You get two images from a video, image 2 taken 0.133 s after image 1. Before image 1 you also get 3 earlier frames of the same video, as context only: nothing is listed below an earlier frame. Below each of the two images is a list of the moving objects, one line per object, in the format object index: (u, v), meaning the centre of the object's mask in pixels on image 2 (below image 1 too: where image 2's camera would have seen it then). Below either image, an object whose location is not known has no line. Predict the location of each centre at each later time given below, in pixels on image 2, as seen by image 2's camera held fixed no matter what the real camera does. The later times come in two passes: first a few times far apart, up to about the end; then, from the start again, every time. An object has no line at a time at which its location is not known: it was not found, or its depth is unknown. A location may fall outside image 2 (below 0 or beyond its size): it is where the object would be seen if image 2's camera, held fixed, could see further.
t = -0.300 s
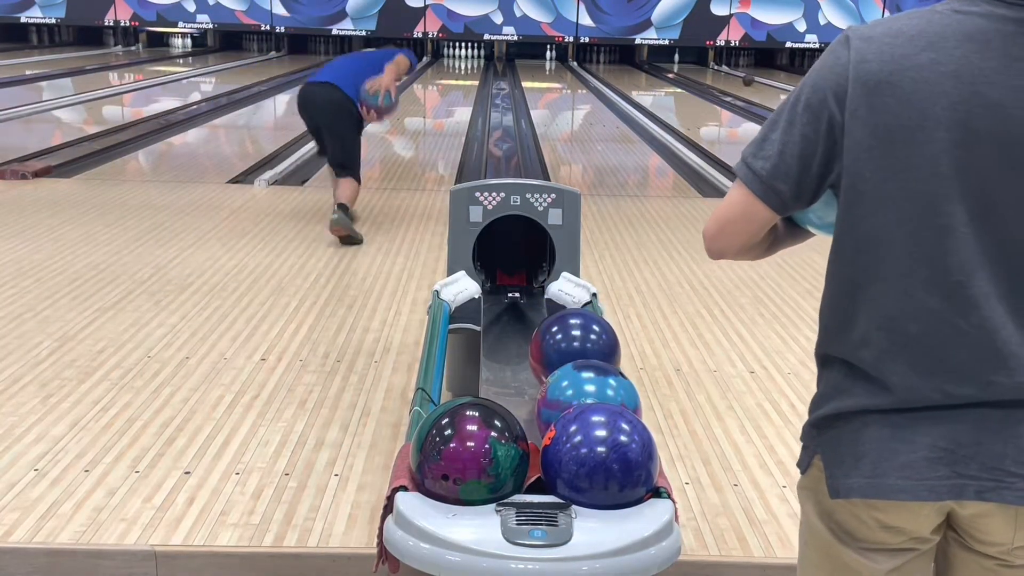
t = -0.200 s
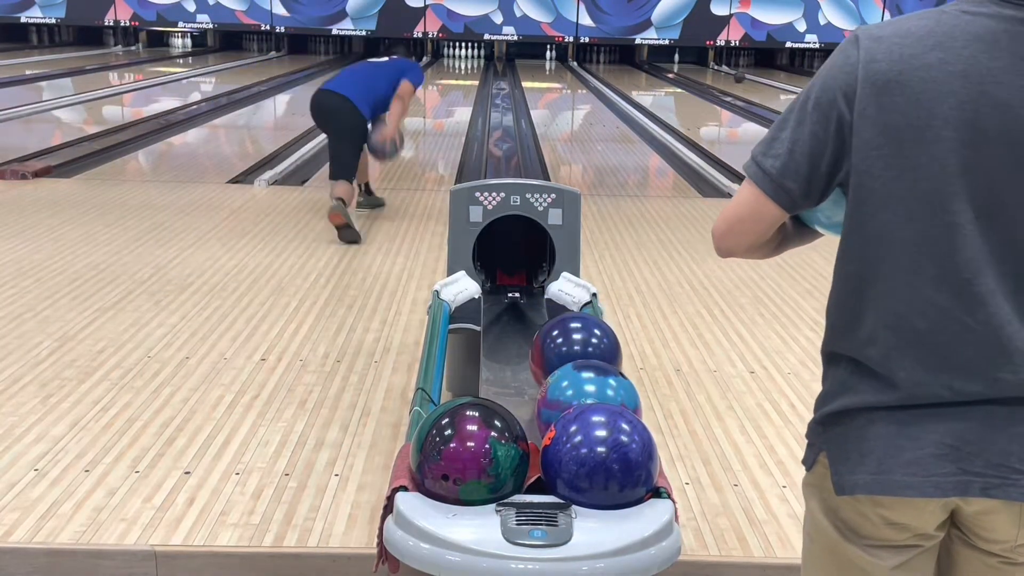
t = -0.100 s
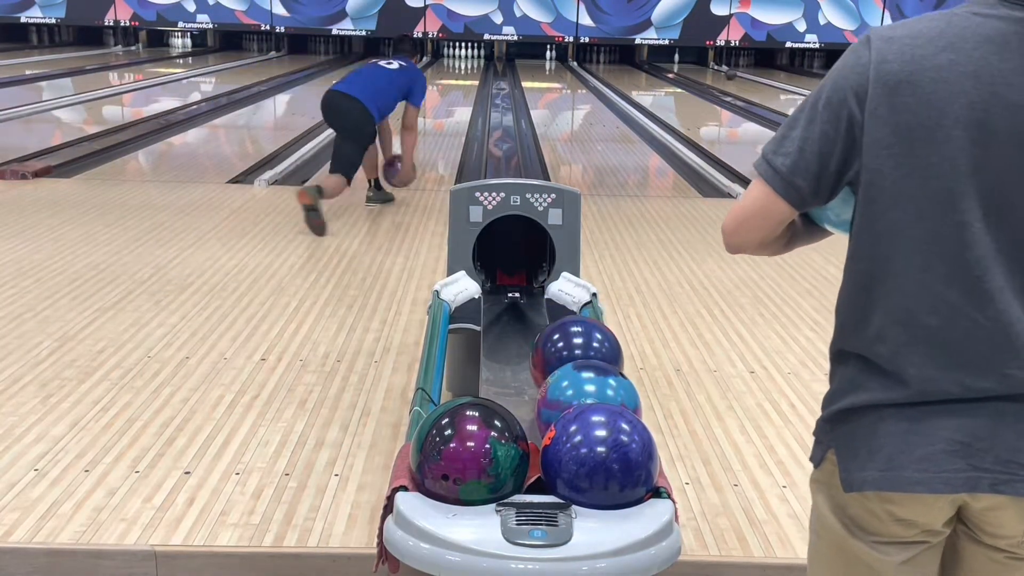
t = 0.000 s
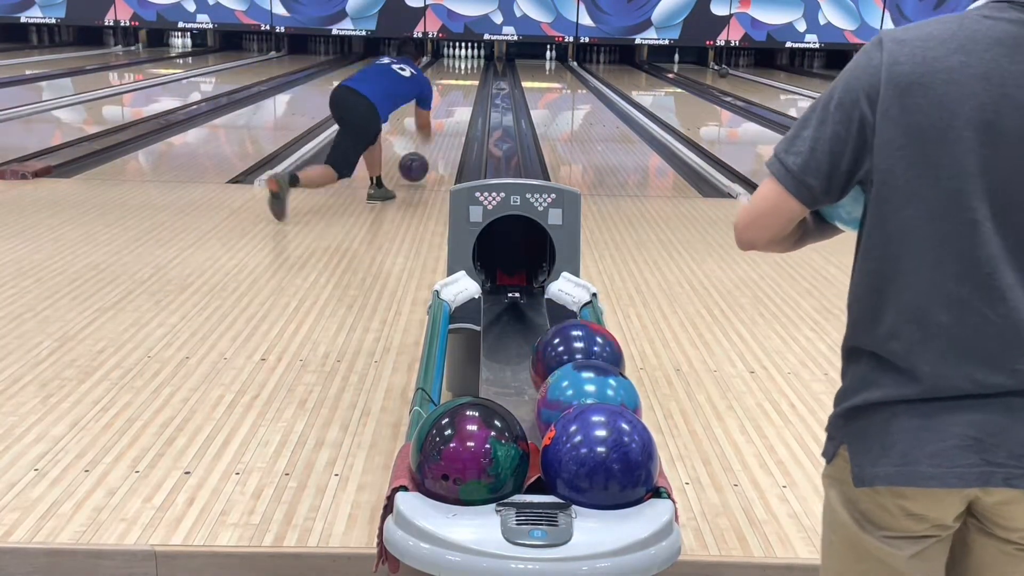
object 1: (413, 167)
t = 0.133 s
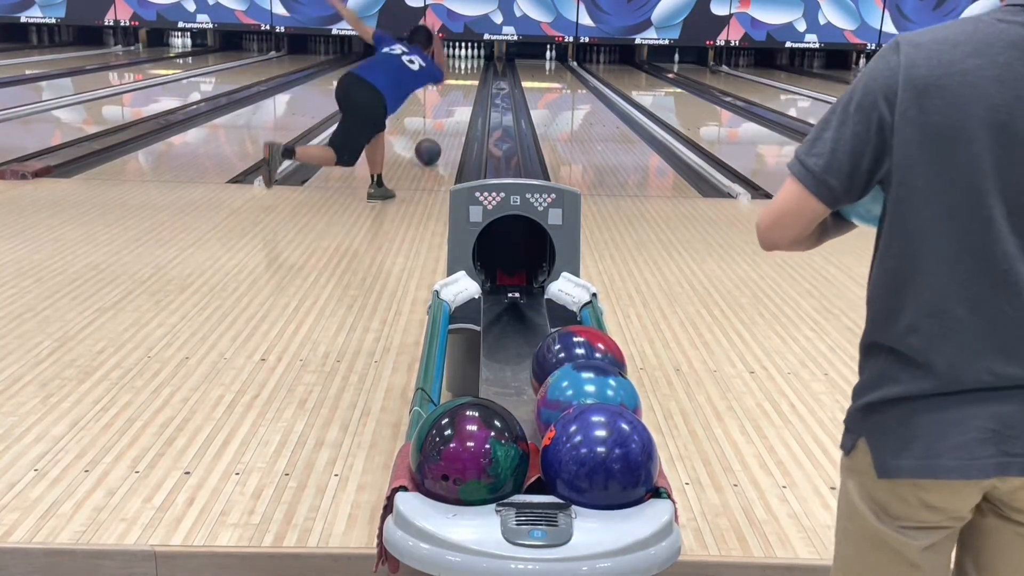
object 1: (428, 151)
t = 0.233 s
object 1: (437, 140)
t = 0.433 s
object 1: (450, 121)
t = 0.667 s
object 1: (462, 105)
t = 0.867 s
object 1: (469, 95)
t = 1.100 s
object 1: (475, 85)
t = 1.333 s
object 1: (478, 77)
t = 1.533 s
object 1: (477, 72)
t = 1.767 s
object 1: (475, 69)
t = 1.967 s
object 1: (472, 64)
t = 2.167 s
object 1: (470, 61)
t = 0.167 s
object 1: (431, 147)
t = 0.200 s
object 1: (434, 143)
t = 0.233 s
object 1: (437, 140)
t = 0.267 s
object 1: (439, 136)
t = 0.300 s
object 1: (442, 133)
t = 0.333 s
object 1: (444, 130)
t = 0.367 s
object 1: (446, 126)
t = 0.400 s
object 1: (448, 123)
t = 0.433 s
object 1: (450, 121)
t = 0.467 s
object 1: (452, 118)
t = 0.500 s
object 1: (454, 116)
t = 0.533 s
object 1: (456, 113)
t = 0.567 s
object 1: (457, 111)
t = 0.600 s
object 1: (459, 109)
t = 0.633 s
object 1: (461, 107)
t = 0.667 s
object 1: (462, 105)
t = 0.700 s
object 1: (462, 110)
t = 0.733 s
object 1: (465, 101)
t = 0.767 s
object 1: (466, 100)
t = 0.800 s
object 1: (467, 98)
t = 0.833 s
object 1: (468, 97)
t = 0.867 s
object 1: (469, 95)
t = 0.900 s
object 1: (470, 93)
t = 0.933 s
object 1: (470, 92)
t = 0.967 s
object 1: (472, 90)
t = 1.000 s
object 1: (473, 89)
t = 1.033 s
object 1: (473, 88)
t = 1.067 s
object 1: (474, 87)
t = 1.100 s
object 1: (475, 85)
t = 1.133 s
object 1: (476, 84)
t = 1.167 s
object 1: (476, 83)
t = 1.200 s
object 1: (476, 82)
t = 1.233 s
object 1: (477, 82)
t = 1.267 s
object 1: (478, 80)
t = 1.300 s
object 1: (478, 79)
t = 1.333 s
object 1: (478, 77)
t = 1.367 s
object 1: (478, 76)
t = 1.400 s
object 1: (478, 76)
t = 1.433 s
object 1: (481, 76)
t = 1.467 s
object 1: (482, 72)
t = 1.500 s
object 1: (476, 74)
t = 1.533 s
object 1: (477, 72)
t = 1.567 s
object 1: (478, 71)
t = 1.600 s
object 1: (477, 70)
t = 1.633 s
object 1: (477, 70)
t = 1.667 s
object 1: (477, 69)
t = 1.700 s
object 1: (476, 68)
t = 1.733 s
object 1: (476, 68)
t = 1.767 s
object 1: (475, 69)
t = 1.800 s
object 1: (473, 71)
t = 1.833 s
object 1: (479, 69)
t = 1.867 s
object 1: (476, 65)
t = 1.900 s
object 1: (474, 64)
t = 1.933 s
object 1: (473, 64)
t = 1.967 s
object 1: (472, 64)
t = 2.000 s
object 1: (472, 63)
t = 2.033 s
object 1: (472, 63)
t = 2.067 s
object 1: (471, 62)
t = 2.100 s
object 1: (471, 62)
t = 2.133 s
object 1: (470, 61)
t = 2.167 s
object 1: (470, 61)
